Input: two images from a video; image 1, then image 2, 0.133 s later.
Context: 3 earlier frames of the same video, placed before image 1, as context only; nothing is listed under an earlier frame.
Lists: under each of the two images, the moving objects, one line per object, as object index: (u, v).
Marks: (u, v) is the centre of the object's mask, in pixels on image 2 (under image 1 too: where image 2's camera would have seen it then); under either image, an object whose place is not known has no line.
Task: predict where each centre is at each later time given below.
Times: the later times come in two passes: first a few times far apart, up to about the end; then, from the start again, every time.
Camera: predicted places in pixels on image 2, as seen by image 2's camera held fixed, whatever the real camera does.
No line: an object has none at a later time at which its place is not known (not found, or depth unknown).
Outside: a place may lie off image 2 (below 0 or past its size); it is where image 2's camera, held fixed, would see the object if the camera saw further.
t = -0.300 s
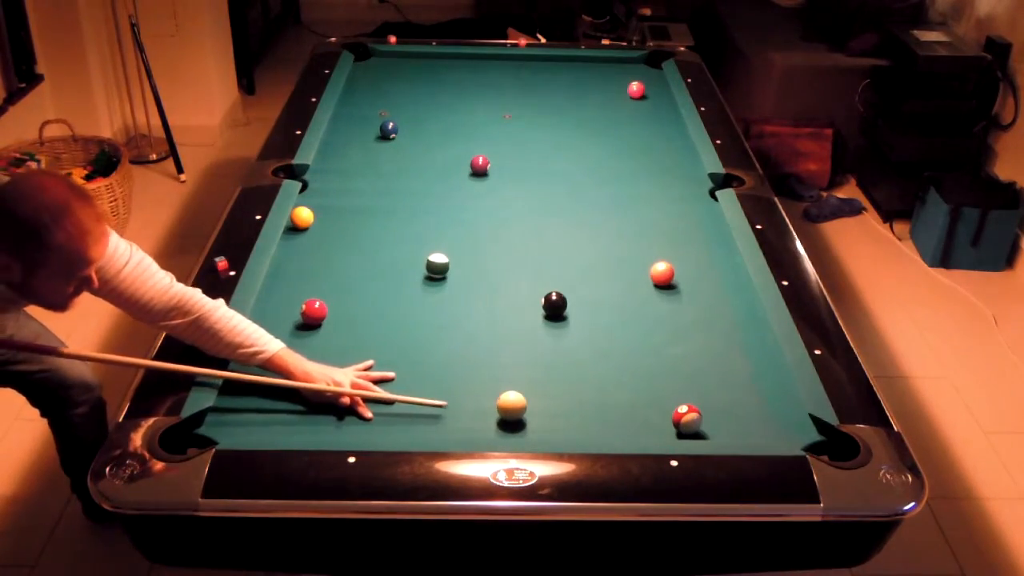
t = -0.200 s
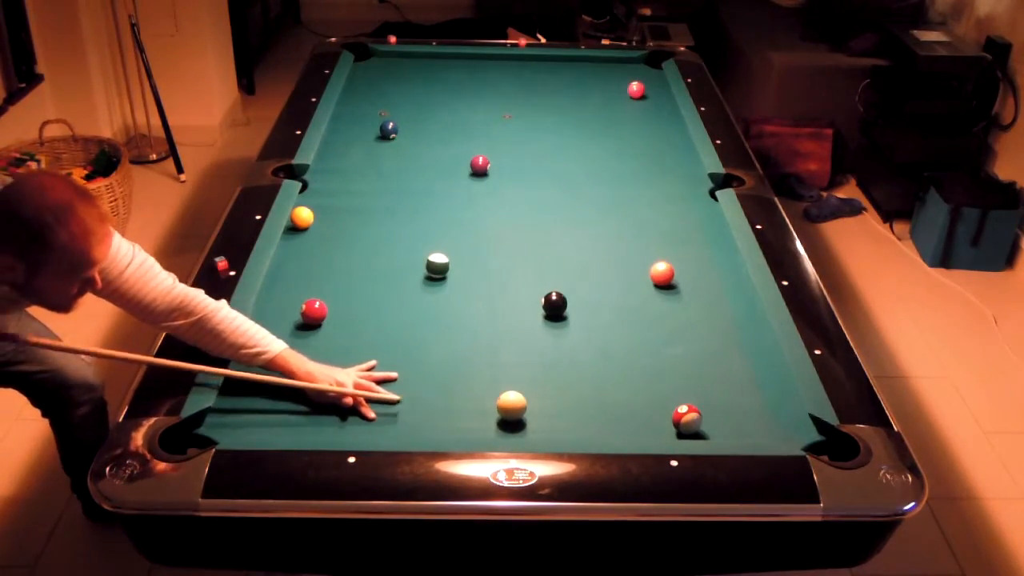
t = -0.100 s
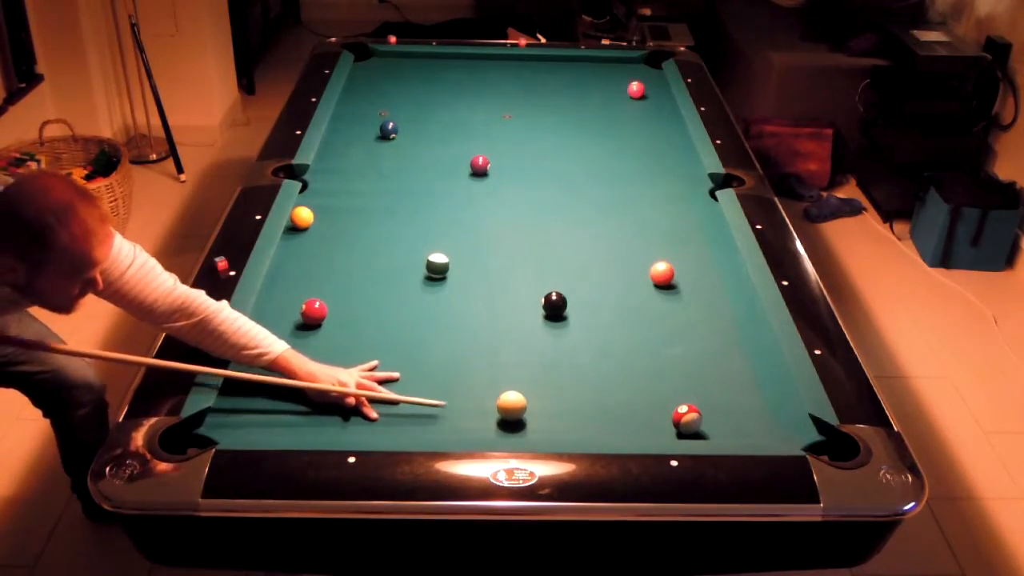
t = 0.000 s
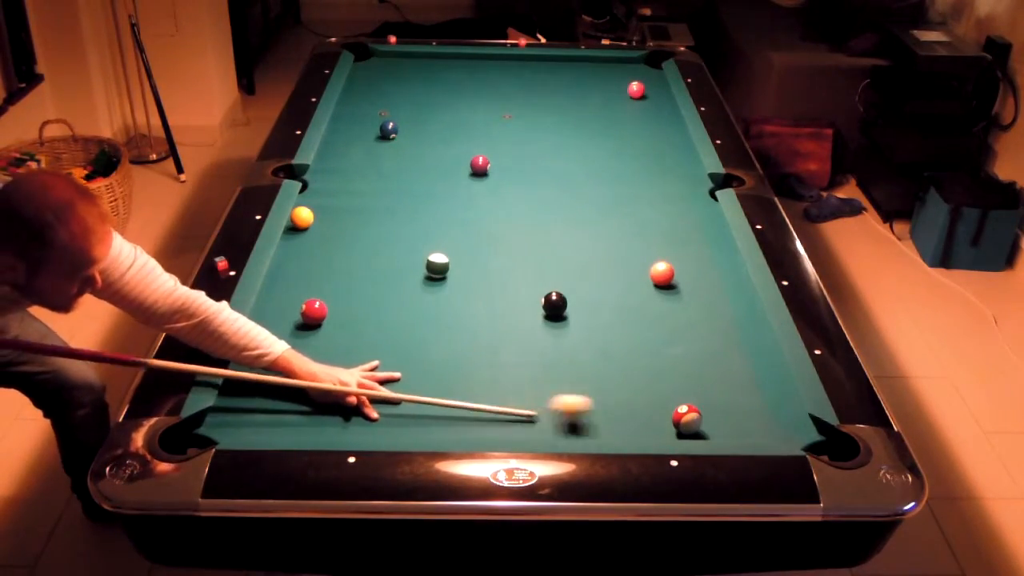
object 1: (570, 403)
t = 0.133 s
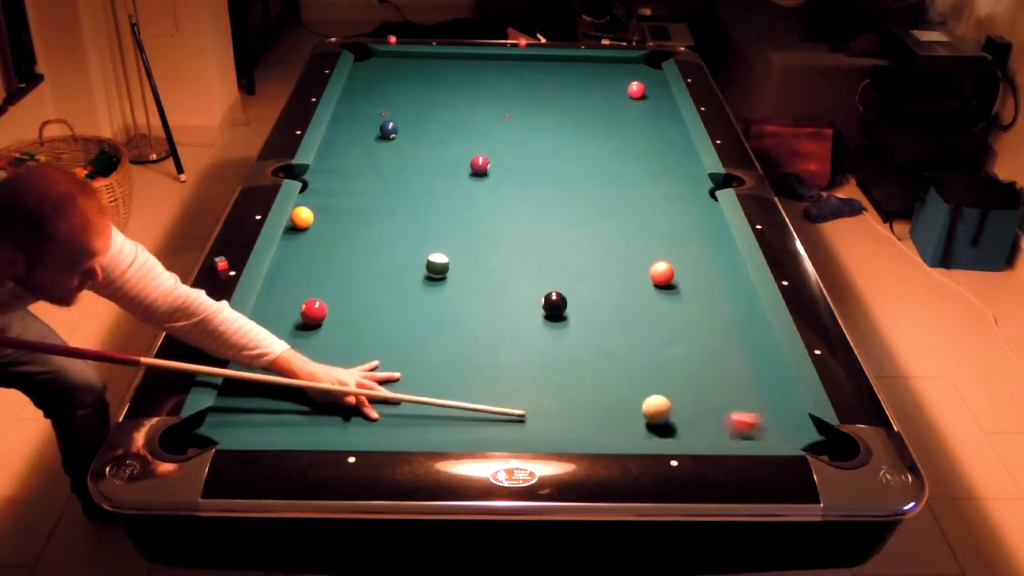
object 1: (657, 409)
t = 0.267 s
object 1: (645, 401)
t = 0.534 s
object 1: (621, 386)
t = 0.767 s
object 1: (602, 376)
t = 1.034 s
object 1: (583, 364)
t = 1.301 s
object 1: (566, 355)
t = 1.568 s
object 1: (552, 348)
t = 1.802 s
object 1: (541, 342)
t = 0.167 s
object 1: (655, 407)
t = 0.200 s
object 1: (652, 405)
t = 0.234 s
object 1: (649, 403)
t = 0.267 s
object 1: (645, 401)
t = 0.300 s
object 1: (642, 399)
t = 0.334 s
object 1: (639, 397)
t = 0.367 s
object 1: (635, 395)
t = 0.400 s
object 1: (633, 393)
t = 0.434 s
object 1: (629, 391)
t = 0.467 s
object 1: (626, 390)
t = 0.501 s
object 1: (624, 388)
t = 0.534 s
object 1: (621, 386)
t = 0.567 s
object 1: (618, 385)
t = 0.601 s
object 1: (615, 383)
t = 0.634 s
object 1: (612, 381)
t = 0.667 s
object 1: (610, 380)
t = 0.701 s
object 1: (607, 378)
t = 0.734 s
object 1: (604, 377)
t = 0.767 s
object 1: (602, 376)
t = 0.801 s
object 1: (599, 374)
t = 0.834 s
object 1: (597, 372)
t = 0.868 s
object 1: (594, 371)
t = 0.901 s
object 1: (592, 370)
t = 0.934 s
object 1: (590, 368)
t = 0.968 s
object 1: (587, 367)
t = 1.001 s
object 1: (585, 366)
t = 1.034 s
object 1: (583, 364)
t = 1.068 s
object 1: (581, 363)
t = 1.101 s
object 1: (578, 362)
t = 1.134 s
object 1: (577, 361)
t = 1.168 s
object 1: (574, 360)
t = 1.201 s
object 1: (572, 358)
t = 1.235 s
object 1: (570, 357)
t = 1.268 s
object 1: (568, 356)
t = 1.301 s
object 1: (566, 355)
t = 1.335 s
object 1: (564, 354)
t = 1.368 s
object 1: (563, 354)
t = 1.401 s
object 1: (560, 352)
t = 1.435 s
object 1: (559, 351)
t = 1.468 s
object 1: (557, 350)
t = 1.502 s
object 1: (556, 350)
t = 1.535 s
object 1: (554, 349)
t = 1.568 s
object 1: (552, 348)
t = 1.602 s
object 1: (551, 347)
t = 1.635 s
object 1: (549, 346)
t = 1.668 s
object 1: (547, 345)
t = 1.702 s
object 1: (546, 344)
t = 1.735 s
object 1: (544, 344)
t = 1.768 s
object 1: (543, 343)
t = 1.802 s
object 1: (541, 342)
